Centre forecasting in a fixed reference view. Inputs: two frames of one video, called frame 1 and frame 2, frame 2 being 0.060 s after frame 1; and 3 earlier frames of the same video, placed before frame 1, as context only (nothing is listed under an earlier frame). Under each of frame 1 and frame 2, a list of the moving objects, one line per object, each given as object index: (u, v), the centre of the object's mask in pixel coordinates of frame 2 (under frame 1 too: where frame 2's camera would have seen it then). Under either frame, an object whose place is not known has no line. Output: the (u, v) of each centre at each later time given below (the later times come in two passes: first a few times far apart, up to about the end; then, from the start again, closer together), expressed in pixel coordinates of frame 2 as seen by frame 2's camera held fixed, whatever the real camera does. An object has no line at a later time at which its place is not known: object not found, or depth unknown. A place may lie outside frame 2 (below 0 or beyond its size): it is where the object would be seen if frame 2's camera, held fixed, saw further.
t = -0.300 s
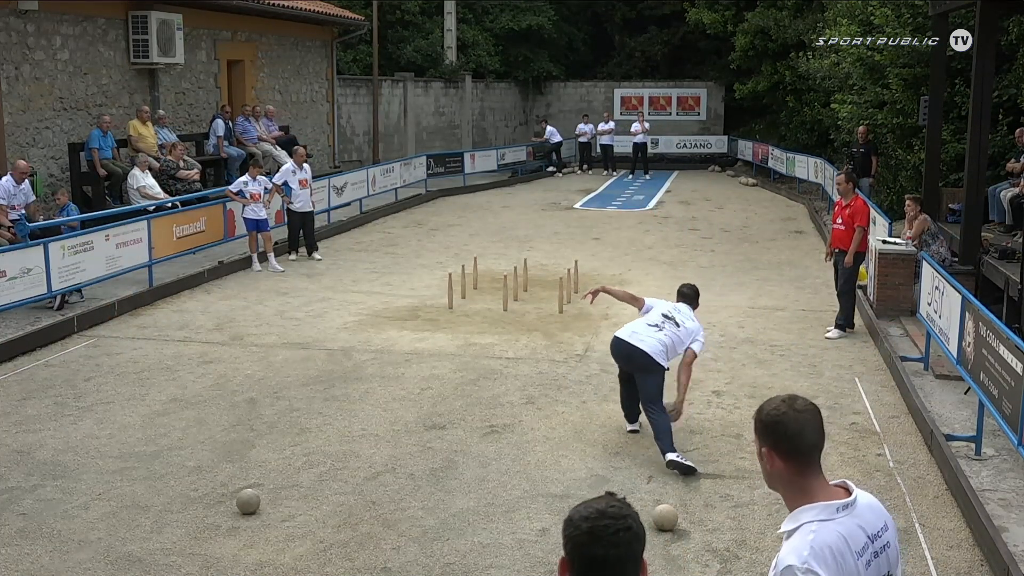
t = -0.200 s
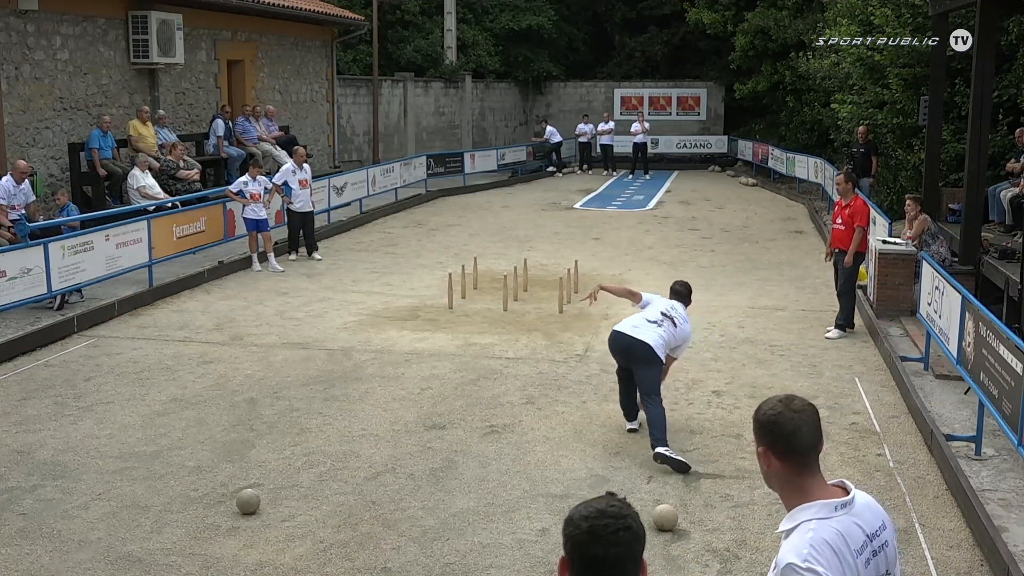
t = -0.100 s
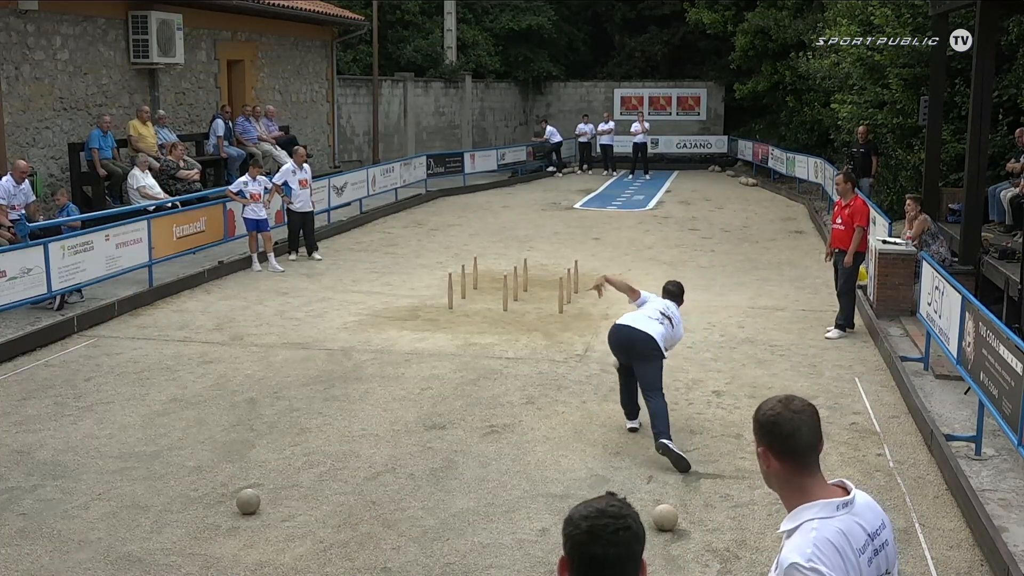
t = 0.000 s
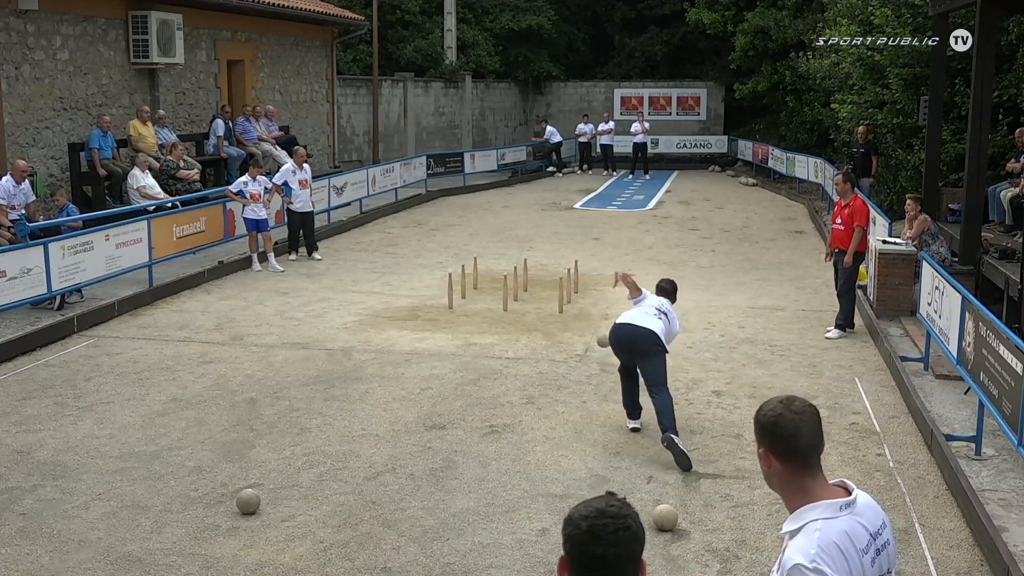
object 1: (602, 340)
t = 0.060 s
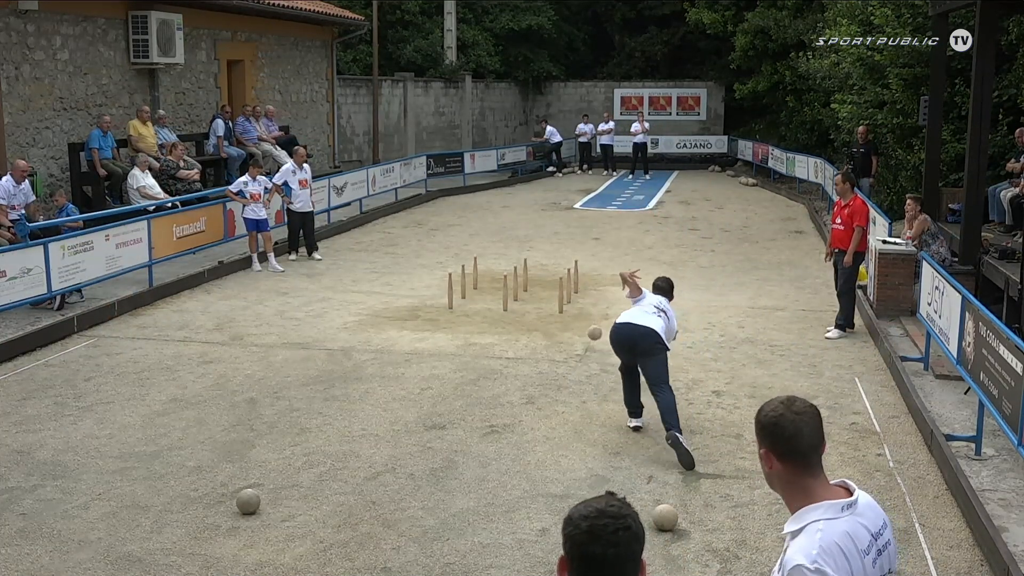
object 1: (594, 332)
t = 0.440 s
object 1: (569, 294)
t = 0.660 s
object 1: (573, 285)
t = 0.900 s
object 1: (571, 278)
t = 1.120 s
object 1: (569, 272)
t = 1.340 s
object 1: (566, 266)
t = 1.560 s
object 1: (563, 261)
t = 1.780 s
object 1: (560, 257)
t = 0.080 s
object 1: (592, 331)
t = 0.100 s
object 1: (589, 330)
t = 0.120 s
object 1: (586, 329)
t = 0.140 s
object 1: (583, 328)
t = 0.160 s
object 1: (581, 322)
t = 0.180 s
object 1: (579, 318)
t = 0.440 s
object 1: (569, 294)
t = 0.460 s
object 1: (570, 294)
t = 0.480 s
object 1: (570, 293)
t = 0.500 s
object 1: (571, 293)
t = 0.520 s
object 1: (571, 291)
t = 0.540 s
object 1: (571, 290)
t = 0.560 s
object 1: (572, 290)
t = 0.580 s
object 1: (573, 289)
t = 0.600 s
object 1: (573, 288)
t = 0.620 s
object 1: (573, 287)
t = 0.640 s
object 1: (573, 286)
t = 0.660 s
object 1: (573, 285)
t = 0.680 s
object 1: (573, 285)
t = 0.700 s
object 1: (573, 285)
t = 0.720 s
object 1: (573, 284)
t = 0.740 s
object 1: (573, 284)
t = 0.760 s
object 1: (572, 283)
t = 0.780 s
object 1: (573, 282)
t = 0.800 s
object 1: (572, 281)
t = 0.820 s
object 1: (572, 281)
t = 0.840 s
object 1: (572, 280)
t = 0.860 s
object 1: (572, 280)
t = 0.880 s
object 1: (571, 279)
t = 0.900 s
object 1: (571, 278)
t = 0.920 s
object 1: (571, 278)
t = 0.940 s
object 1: (571, 278)
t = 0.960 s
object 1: (571, 276)
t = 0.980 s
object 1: (571, 275)
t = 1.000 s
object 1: (570, 275)
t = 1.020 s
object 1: (570, 275)
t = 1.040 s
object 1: (570, 274)
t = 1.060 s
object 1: (570, 274)
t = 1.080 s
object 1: (569, 273)
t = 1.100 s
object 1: (569, 273)
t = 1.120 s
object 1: (569, 272)
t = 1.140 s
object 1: (568, 271)
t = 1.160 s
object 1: (568, 271)
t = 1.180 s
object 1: (568, 270)
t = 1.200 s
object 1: (568, 270)
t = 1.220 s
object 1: (568, 269)
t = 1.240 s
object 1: (567, 269)
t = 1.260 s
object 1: (567, 268)
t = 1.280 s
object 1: (567, 268)
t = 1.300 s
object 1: (567, 267)
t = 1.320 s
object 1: (566, 267)
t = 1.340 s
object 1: (566, 266)
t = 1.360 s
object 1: (566, 266)
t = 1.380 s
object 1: (566, 265)
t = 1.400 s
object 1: (566, 265)
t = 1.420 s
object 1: (565, 265)
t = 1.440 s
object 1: (565, 264)
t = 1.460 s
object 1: (565, 264)
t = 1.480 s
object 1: (564, 263)
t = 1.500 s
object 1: (564, 262)
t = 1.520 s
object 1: (564, 262)
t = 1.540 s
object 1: (564, 261)
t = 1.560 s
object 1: (563, 261)
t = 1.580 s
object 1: (563, 261)
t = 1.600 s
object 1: (563, 260)
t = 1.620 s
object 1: (563, 260)
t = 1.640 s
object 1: (562, 259)
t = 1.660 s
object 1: (562, 259)
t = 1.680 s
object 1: (561, 259)
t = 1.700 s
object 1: (561, 258)
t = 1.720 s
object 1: (561, 258)
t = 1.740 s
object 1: (561, 257)
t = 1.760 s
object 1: (560, 257)
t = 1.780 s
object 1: (560, 257)
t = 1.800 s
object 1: (560, 256)
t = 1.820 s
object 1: (559, 256)
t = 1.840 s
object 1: (559, 256)
